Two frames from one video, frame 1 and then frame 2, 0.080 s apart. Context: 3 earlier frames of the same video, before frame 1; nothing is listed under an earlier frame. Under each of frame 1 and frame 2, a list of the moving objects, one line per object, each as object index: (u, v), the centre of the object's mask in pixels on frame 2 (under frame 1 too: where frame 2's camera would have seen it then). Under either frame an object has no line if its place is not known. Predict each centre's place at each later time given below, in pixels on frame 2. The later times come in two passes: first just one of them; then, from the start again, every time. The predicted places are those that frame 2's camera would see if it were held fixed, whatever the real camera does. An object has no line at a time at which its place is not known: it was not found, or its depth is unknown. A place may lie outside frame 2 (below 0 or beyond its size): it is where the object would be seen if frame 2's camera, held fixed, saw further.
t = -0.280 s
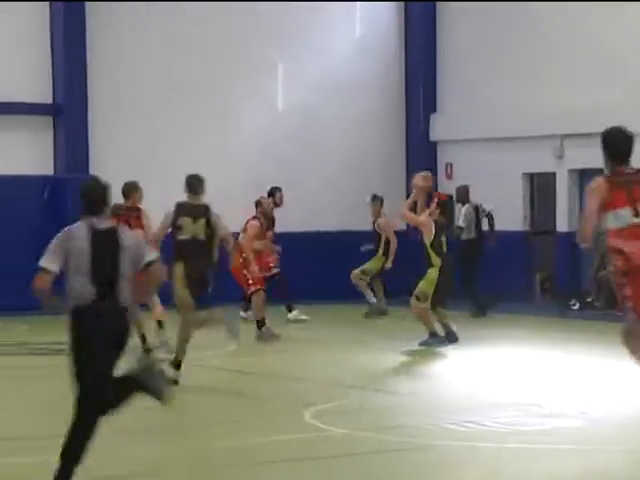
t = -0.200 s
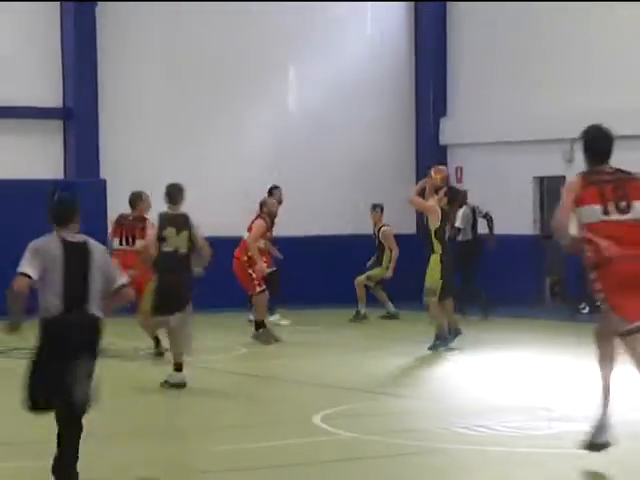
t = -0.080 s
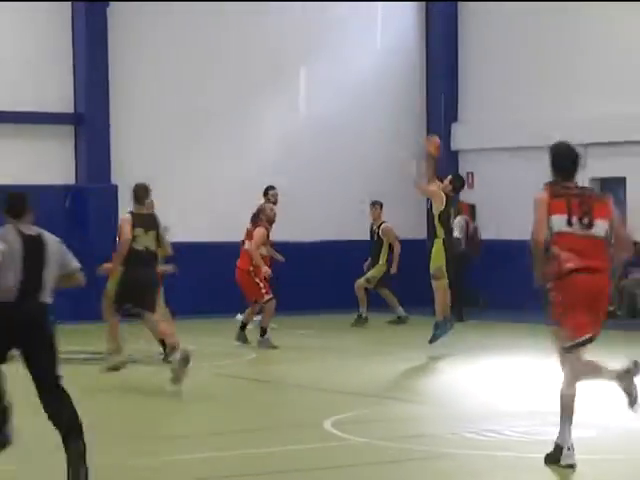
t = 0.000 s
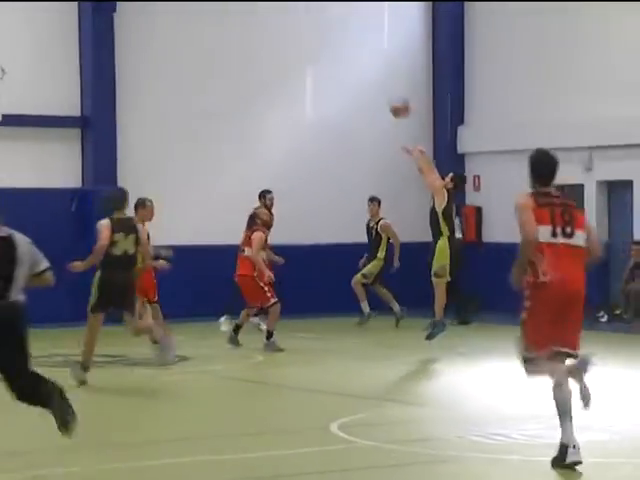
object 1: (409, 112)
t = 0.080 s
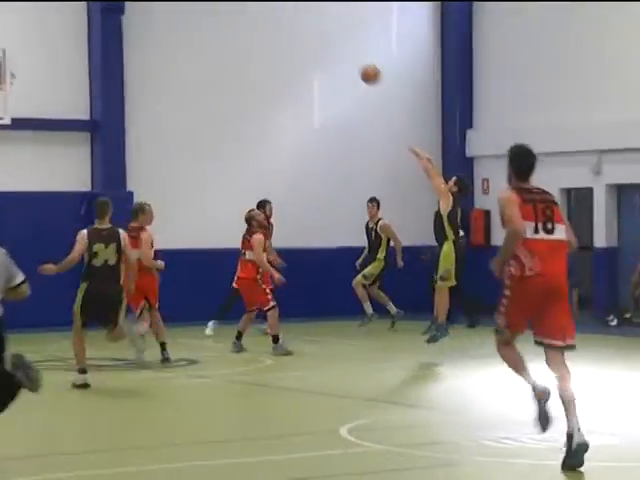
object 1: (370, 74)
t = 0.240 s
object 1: (297, 18)
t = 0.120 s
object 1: (351, 58)
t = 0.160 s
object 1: (332, 43)
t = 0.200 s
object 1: (314, 30)
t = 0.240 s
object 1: (297, 18)
